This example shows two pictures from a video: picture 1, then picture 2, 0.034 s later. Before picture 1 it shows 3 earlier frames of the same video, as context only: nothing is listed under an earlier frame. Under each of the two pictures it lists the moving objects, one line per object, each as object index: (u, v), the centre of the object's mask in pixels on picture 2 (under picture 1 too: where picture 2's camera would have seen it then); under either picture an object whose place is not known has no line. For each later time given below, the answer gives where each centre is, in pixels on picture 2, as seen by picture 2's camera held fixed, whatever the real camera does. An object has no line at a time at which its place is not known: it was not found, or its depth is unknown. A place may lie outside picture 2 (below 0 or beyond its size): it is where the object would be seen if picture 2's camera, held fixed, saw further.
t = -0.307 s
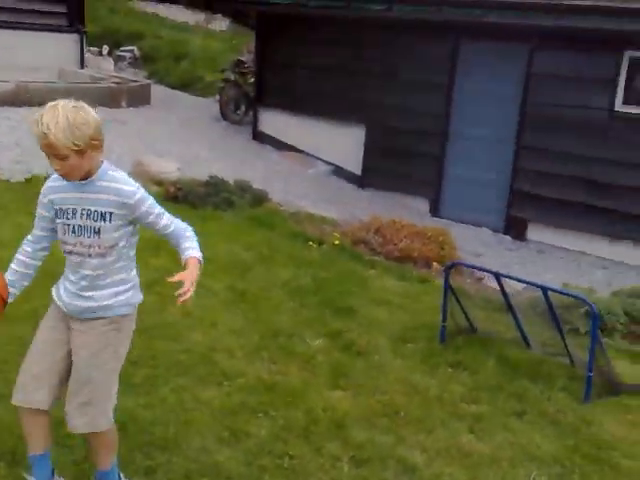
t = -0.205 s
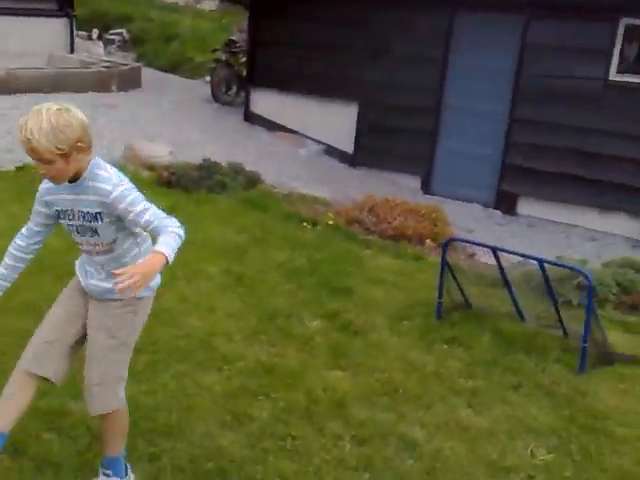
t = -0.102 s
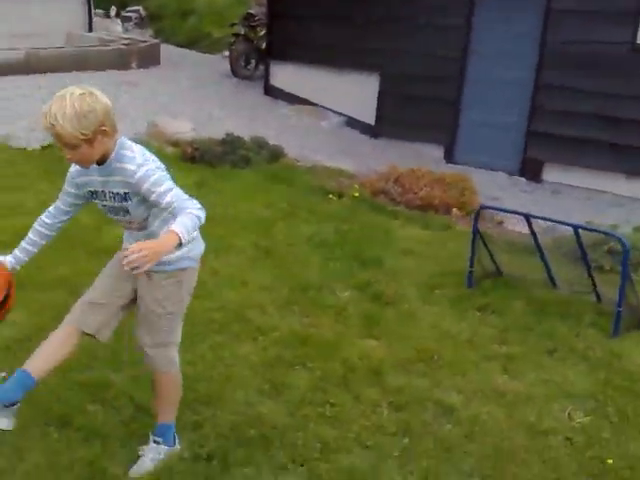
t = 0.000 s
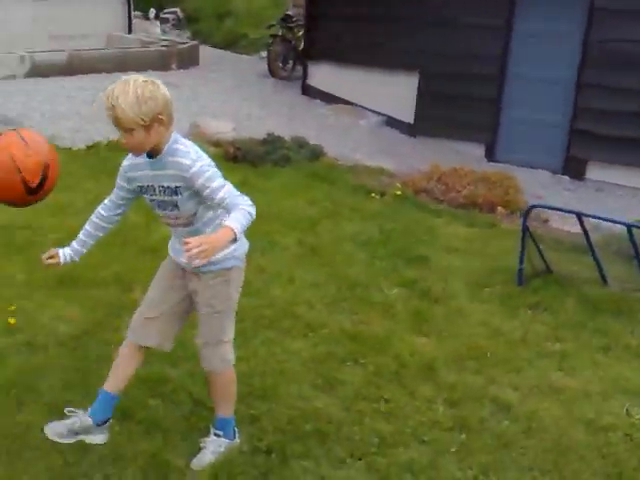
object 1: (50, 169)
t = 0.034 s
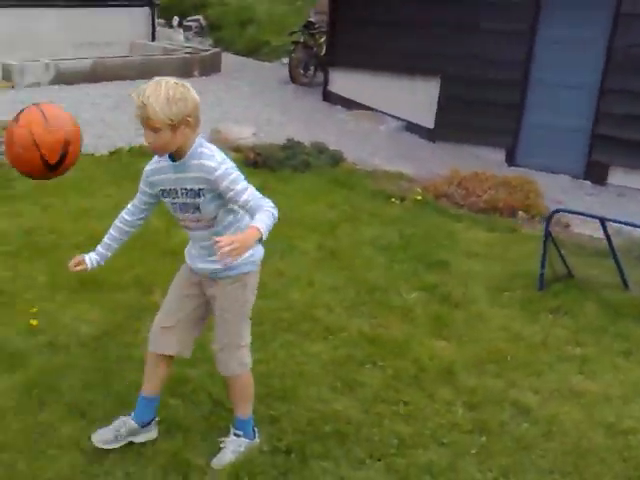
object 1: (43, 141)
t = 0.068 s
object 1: (44, 112)
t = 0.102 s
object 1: (44, 88)
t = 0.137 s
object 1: (47, 71)
